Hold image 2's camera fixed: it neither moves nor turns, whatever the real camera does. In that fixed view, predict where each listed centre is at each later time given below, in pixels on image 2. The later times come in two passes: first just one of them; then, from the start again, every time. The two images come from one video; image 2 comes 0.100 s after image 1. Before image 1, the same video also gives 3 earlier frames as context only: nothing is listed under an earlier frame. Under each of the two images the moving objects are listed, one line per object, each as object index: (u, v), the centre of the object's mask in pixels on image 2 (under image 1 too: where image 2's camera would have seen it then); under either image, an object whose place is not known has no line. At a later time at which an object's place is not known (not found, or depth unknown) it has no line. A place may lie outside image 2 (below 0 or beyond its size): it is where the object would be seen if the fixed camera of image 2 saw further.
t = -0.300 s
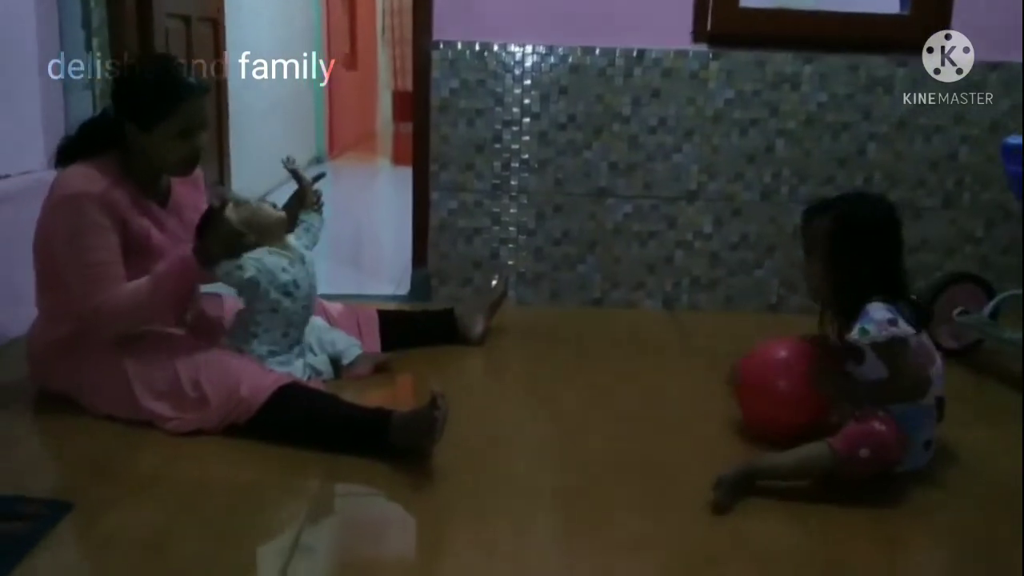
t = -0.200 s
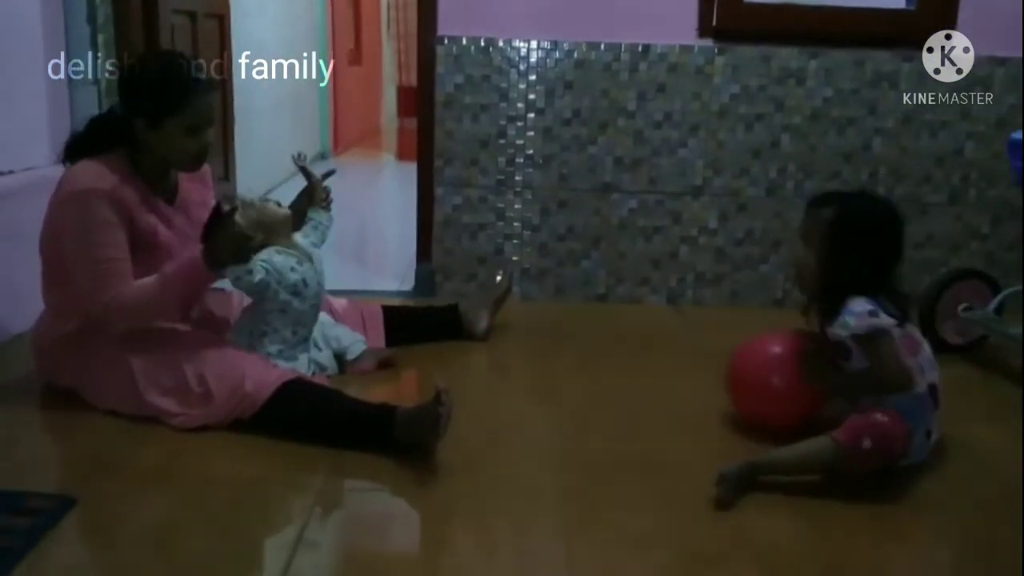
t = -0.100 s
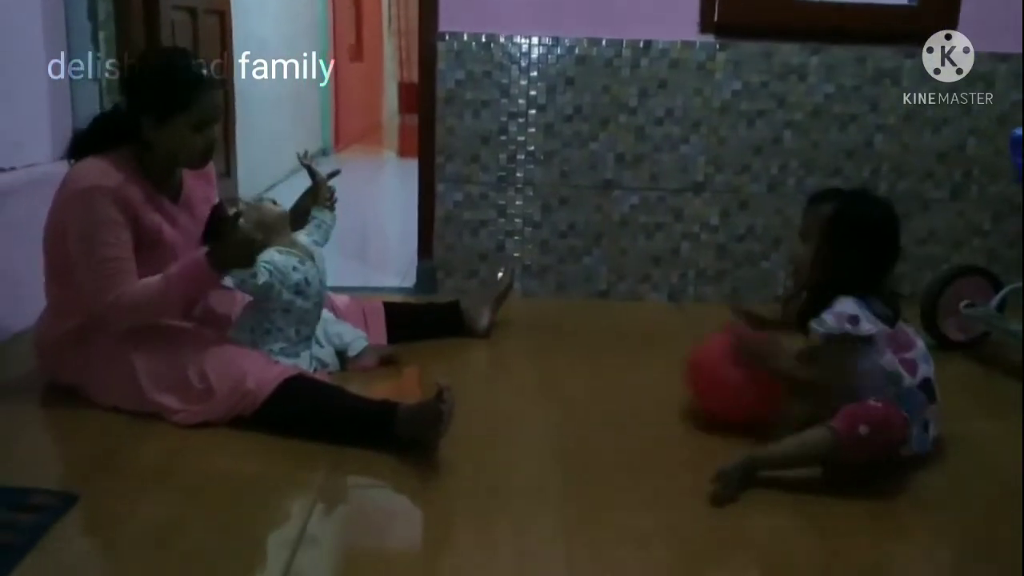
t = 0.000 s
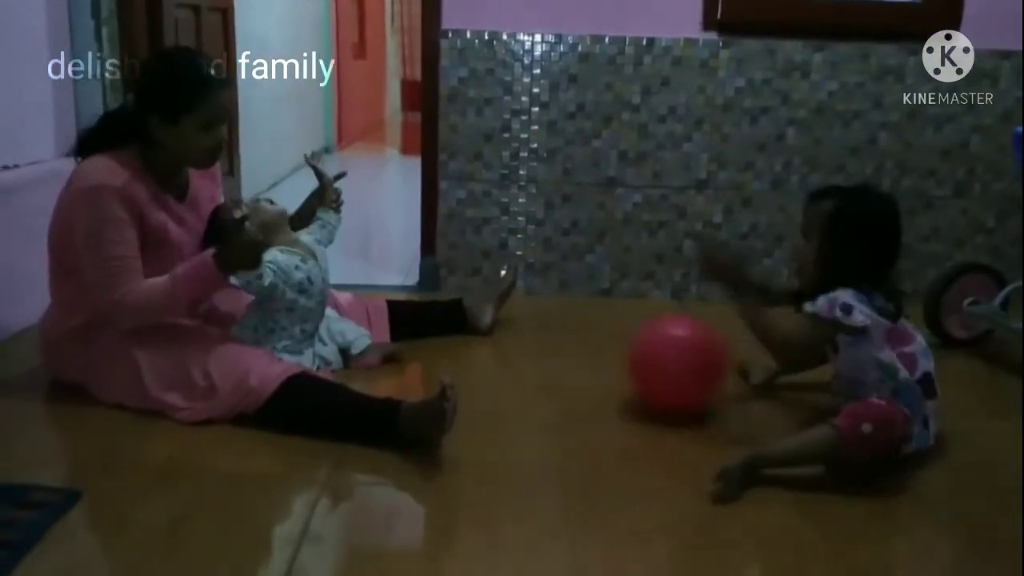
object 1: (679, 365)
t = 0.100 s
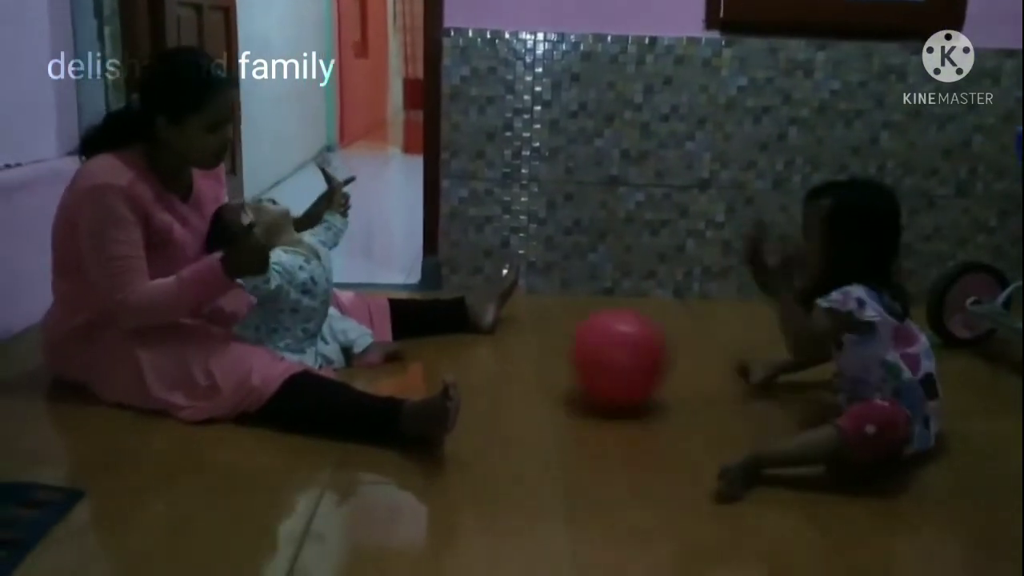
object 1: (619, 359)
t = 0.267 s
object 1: (525, 349)
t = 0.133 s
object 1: (598, 359)
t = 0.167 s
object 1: (579, 356)
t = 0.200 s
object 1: (561, 354)
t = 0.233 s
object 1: (542, 352)
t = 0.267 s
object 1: (525, 349)
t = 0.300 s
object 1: (508, 345)
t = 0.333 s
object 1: (491, 342)
